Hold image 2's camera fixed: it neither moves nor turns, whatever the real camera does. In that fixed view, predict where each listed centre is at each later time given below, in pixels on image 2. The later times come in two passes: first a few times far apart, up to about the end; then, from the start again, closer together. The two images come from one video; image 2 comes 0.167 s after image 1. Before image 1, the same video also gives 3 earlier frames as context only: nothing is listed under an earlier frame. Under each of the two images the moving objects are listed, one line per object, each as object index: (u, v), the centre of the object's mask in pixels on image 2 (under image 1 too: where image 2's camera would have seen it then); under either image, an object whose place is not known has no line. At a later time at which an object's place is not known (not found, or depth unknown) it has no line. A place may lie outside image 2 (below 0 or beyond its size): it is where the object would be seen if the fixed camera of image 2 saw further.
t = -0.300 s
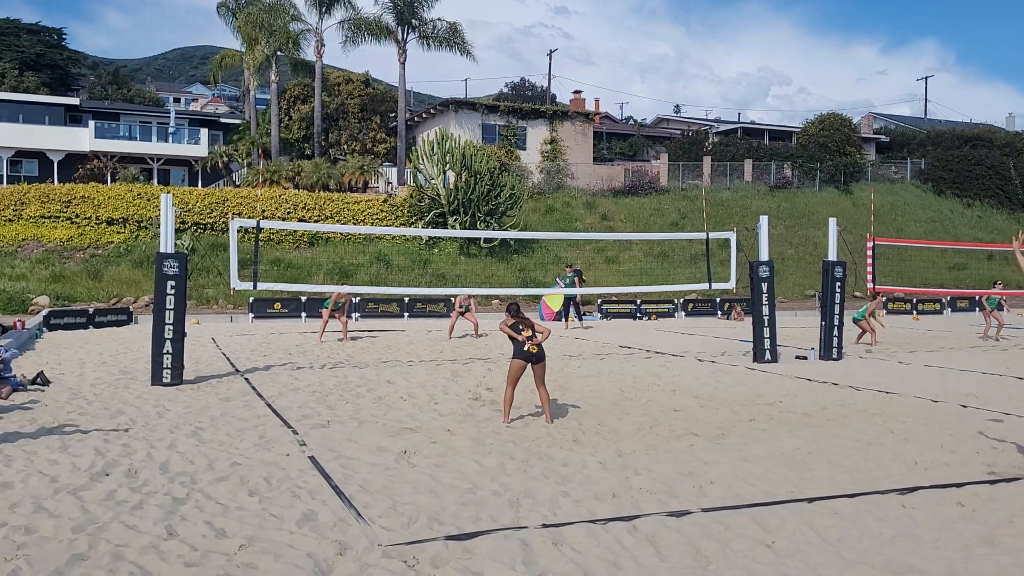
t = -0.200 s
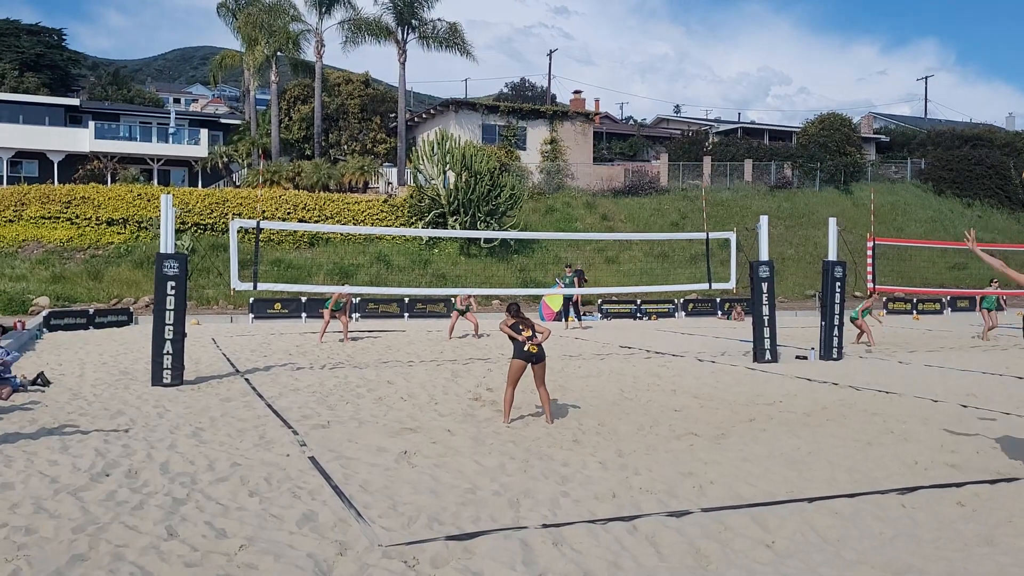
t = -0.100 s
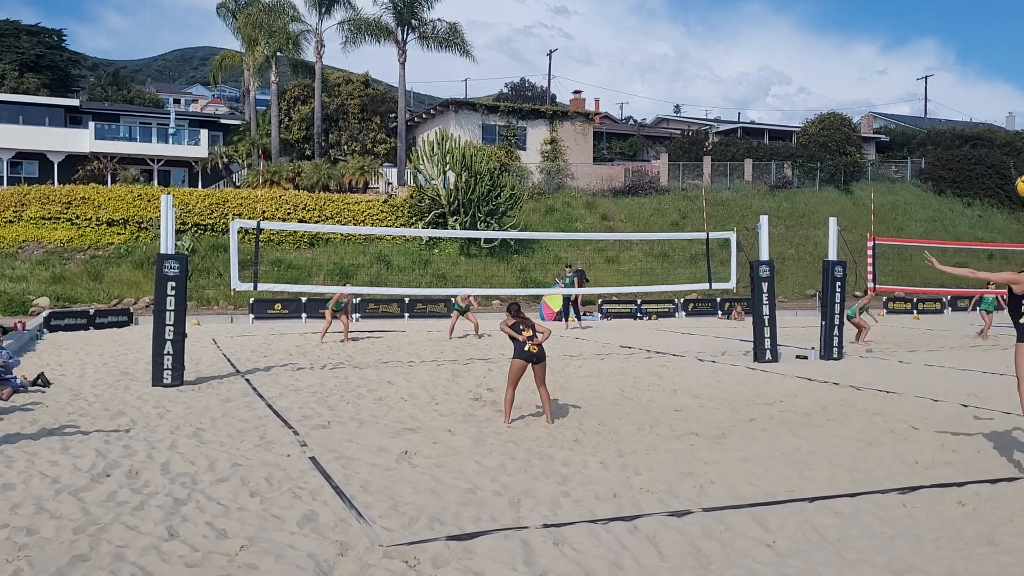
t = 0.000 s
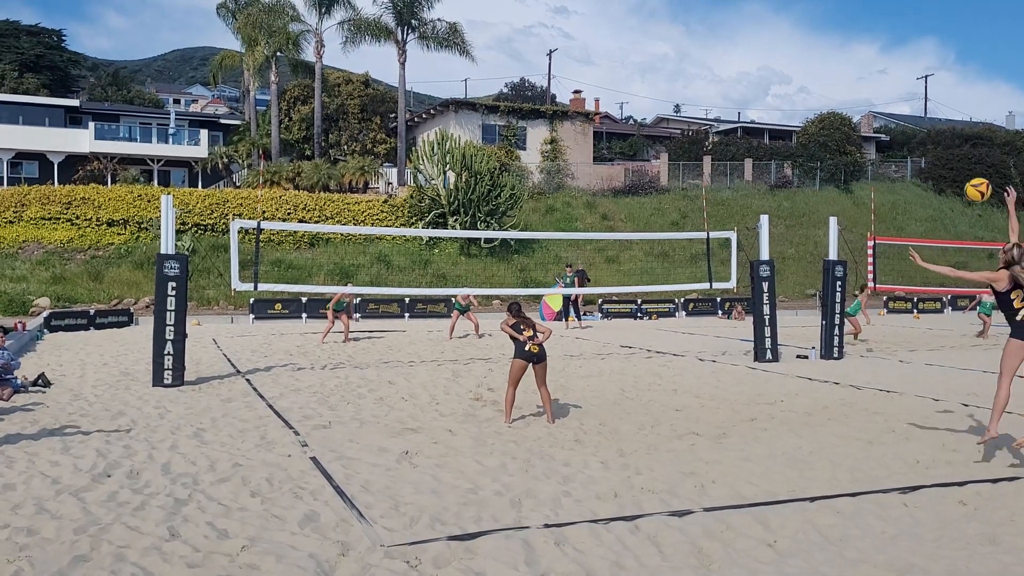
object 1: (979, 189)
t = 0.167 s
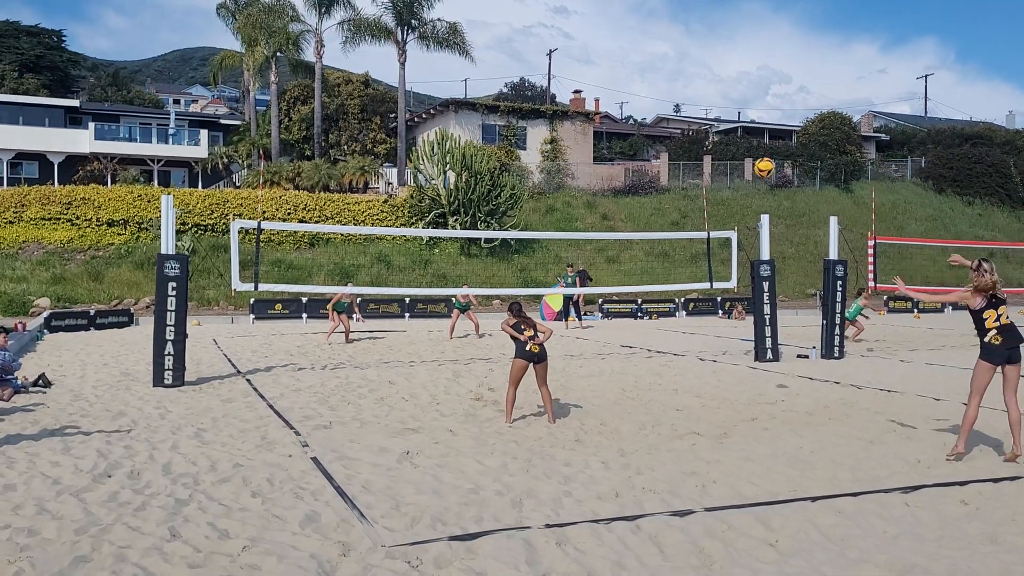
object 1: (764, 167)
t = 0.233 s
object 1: (700, 167)
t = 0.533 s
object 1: (501, 202)
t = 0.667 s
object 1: (439, 226)
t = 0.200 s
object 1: (732, 166)
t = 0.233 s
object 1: (700, 167)
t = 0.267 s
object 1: (672, 168)
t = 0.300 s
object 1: (645, 170)
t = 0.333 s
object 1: (621, 172)
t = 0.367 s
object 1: (597, 176)
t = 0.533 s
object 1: (501, 202)
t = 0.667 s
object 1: (439, 226)
